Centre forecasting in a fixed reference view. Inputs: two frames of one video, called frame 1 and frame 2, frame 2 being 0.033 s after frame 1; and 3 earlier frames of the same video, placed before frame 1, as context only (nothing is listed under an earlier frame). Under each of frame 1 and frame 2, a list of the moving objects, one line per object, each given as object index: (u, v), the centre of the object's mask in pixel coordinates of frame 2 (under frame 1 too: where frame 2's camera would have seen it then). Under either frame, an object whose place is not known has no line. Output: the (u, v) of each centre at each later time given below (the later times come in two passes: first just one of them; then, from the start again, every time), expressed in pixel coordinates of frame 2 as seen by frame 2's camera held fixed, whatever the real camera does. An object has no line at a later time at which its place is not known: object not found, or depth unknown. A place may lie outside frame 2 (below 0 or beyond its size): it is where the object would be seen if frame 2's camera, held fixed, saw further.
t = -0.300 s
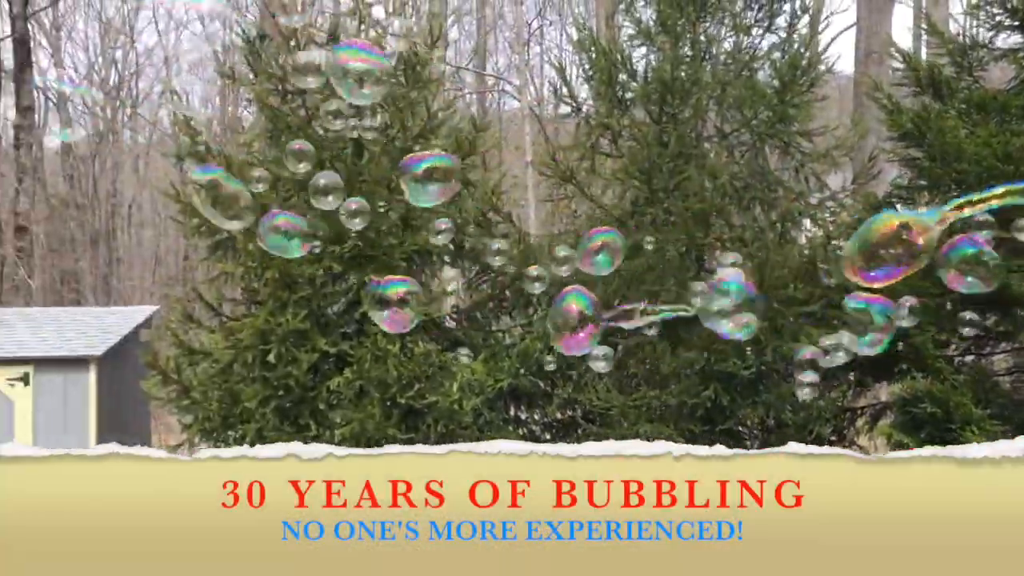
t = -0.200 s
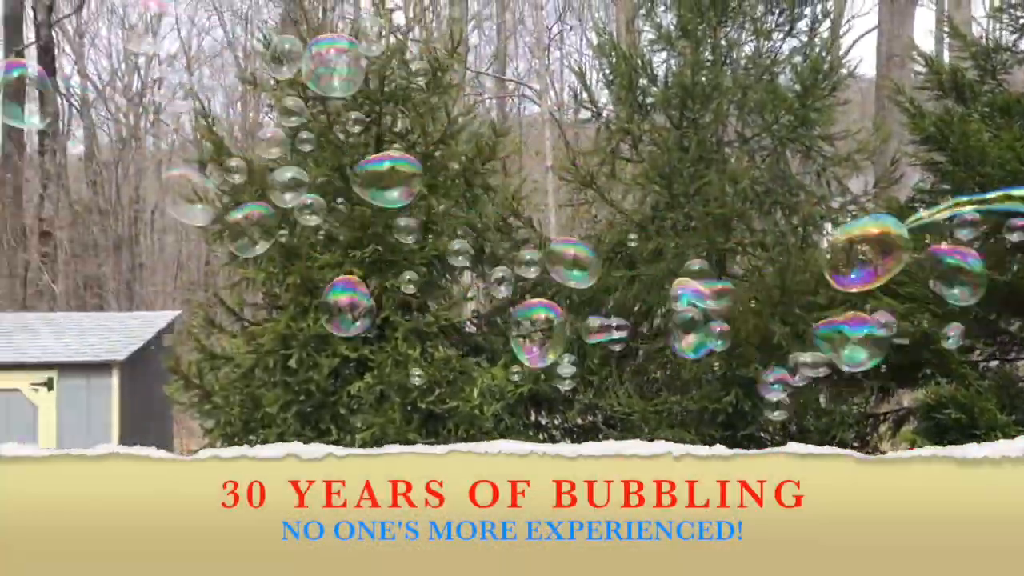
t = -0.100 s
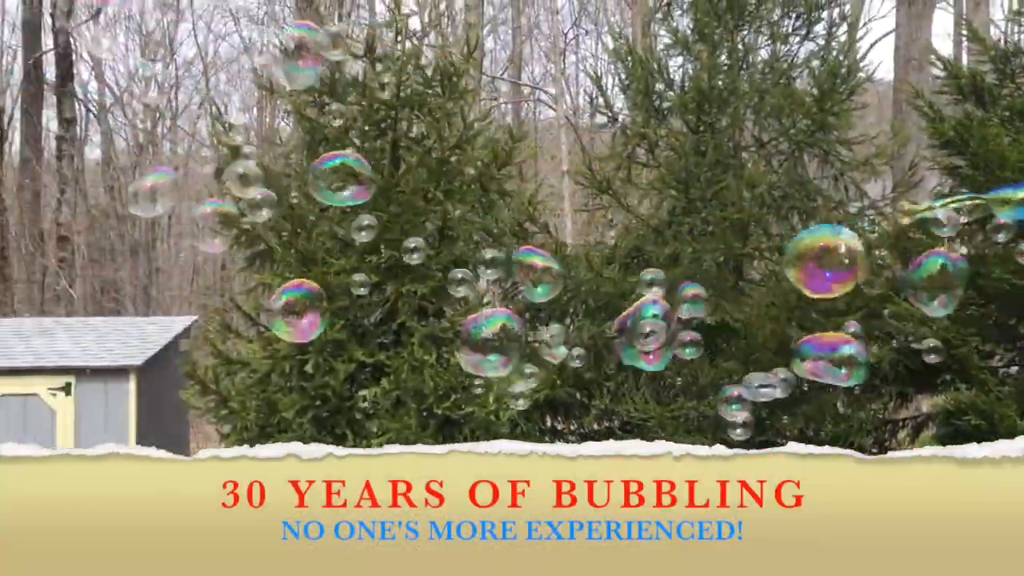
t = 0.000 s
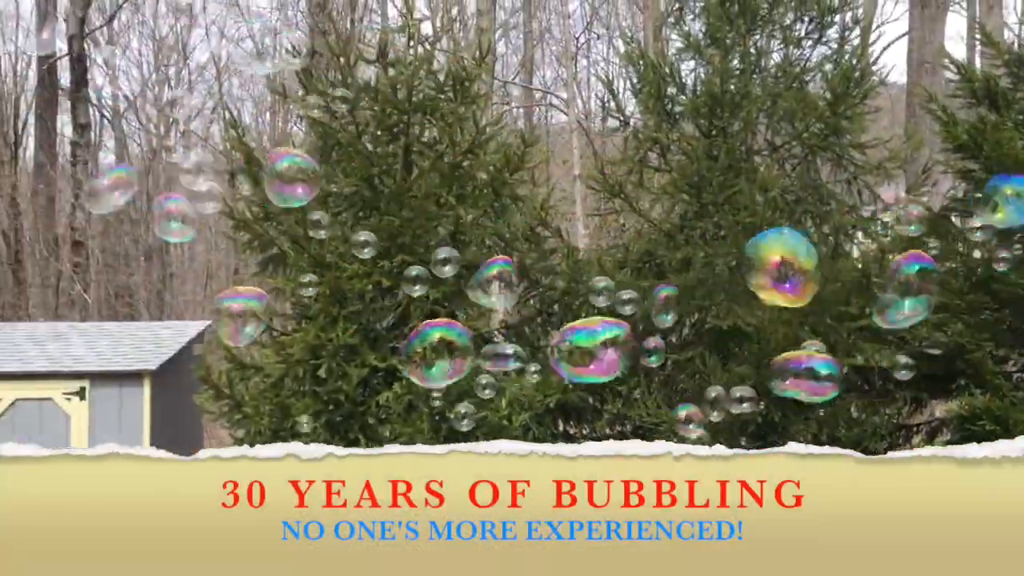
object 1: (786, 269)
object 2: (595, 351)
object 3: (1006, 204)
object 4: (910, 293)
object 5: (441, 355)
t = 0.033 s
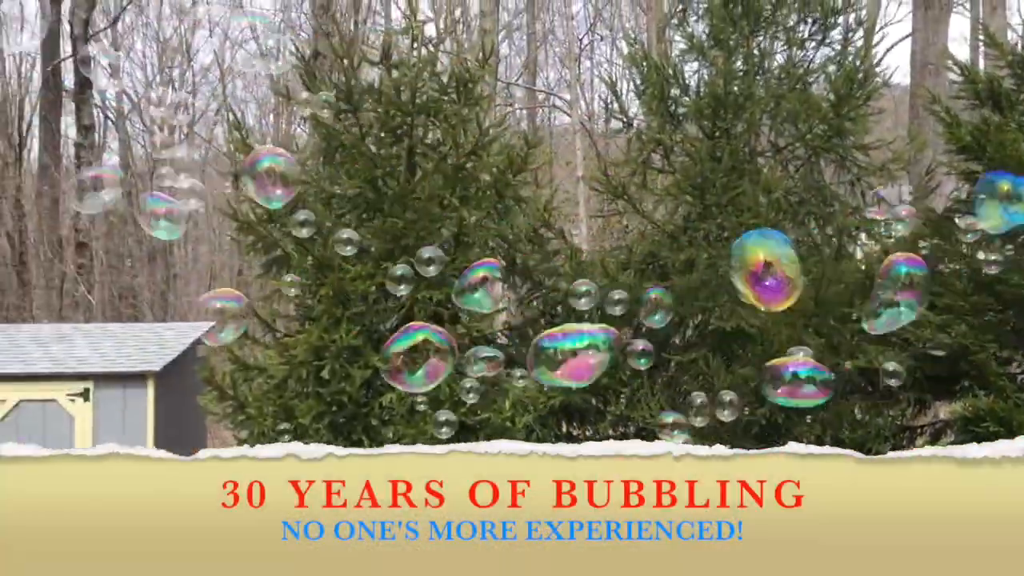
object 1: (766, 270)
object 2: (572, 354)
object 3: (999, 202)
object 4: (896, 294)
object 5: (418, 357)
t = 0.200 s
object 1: (661, 279)
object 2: (456, 370)
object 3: (927, 193)
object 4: (822, 298)
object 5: (301, 368)
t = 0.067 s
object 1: (746, 271)
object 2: (551, 357)
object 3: (991, 200)
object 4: (882, 295)
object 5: (394, 360)
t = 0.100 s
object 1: (726, 272)
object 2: (529, 360)
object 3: (979, 198)
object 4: (867, 296)
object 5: (372, 361)
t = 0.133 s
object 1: (704, 274)
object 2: (506, 363)
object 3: (960, 199)
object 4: (852, 296)
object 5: (349, 363)
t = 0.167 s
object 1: (683, 276)
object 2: (480, 367)
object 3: (945, 192)
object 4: (837, 297)
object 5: (325, 366)
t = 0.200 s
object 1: (661, 279)
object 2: (456, 370)
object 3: (927, 193)
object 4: (822, 298)
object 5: (301, 368)
